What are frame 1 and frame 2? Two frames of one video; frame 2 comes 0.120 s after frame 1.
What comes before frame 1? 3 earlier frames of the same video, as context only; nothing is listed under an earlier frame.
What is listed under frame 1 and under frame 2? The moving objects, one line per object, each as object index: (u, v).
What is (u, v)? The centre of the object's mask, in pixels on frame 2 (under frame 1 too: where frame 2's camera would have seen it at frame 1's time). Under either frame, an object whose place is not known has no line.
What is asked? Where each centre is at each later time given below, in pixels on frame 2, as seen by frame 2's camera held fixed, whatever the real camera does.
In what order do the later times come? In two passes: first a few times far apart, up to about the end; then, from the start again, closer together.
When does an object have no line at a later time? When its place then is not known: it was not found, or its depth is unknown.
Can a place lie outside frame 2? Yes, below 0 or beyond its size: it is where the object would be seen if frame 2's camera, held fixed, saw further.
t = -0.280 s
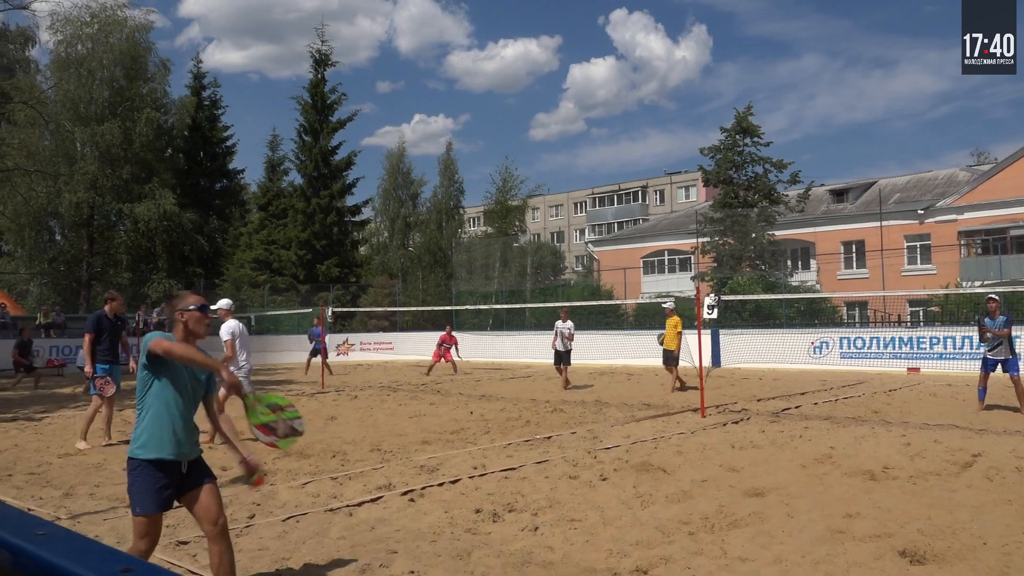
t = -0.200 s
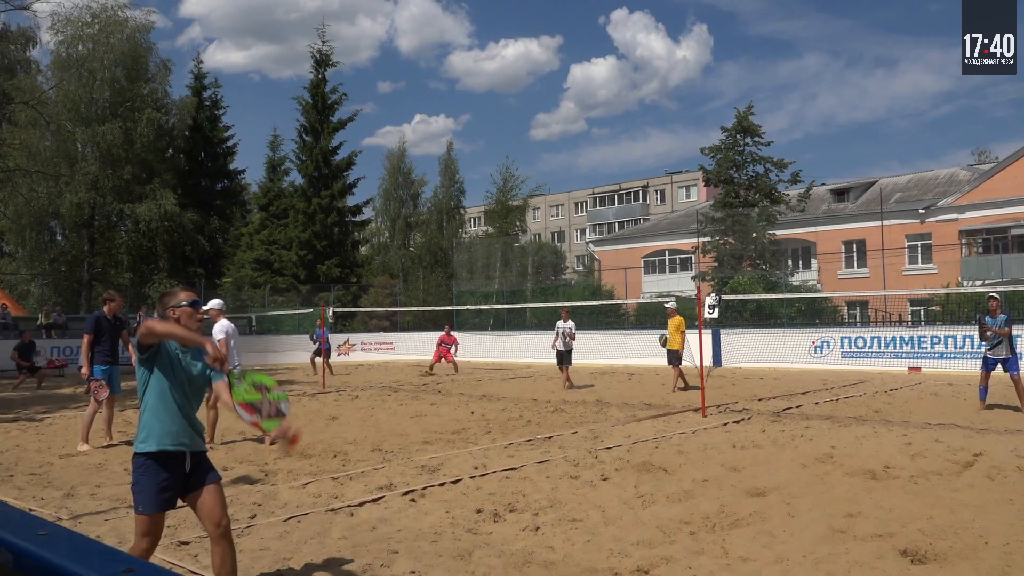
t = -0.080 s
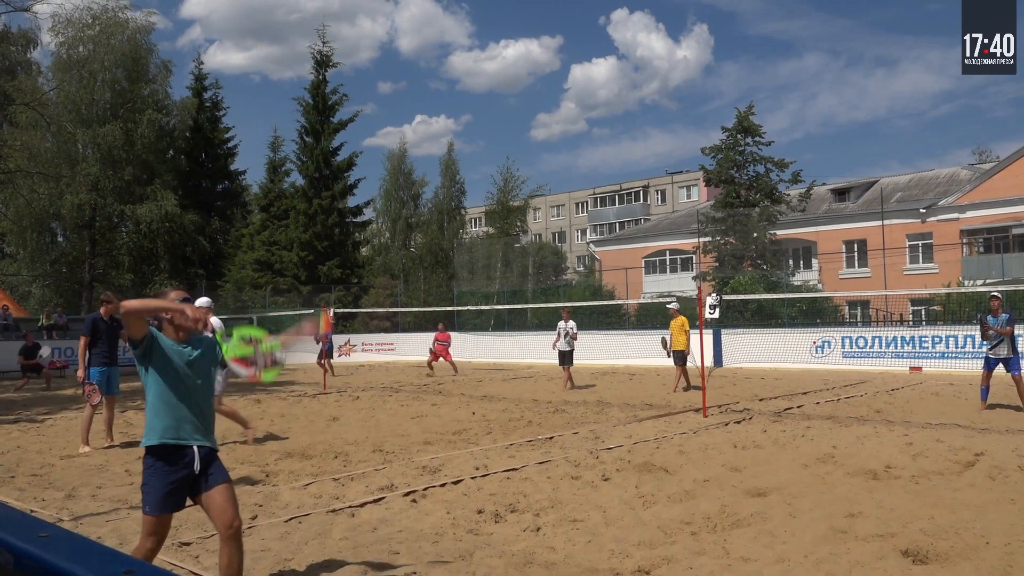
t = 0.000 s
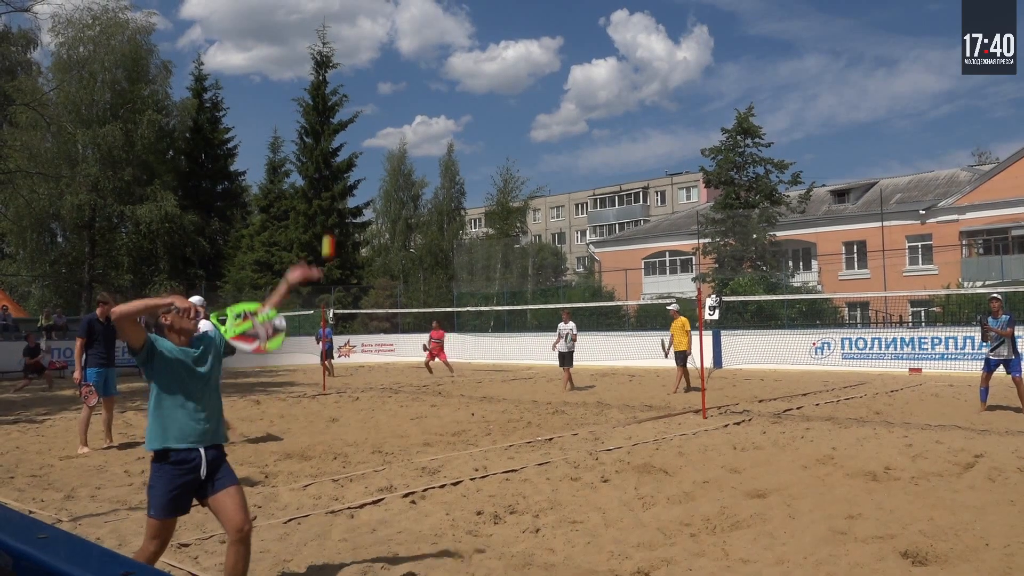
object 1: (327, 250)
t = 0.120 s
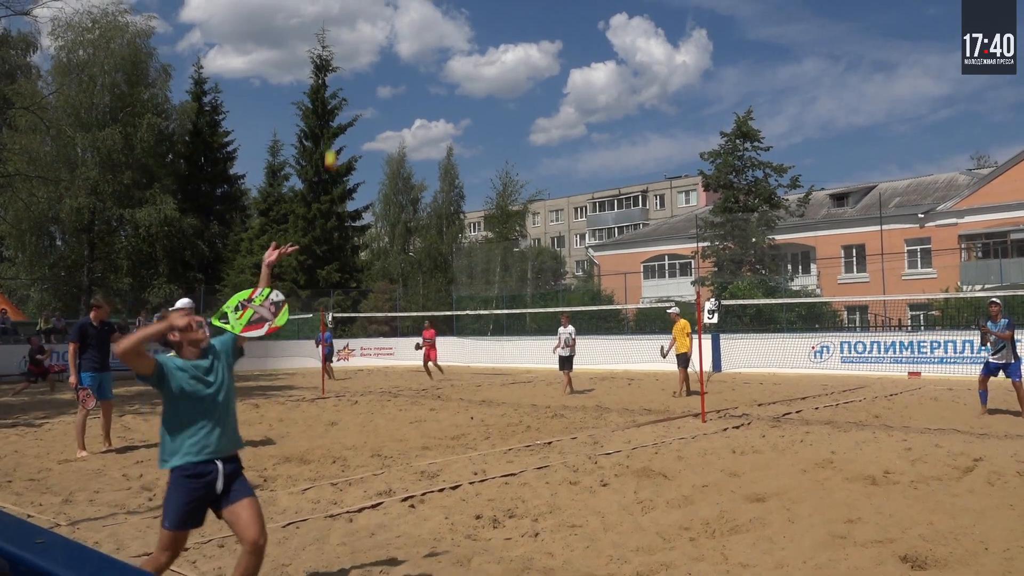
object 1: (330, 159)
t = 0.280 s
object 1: (335, 81)
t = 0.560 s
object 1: (347, 61)
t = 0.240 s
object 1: (335, 97)
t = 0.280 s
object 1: (335, 81)
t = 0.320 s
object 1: (337, 70)
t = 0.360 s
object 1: (339, 62)
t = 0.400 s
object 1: (340, 56)
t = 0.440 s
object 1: (342, 52)
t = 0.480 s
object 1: (344, 53)
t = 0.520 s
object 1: (345, 55)
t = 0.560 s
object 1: (347, 61)
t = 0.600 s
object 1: (348, 69)
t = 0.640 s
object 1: (350, 80)
